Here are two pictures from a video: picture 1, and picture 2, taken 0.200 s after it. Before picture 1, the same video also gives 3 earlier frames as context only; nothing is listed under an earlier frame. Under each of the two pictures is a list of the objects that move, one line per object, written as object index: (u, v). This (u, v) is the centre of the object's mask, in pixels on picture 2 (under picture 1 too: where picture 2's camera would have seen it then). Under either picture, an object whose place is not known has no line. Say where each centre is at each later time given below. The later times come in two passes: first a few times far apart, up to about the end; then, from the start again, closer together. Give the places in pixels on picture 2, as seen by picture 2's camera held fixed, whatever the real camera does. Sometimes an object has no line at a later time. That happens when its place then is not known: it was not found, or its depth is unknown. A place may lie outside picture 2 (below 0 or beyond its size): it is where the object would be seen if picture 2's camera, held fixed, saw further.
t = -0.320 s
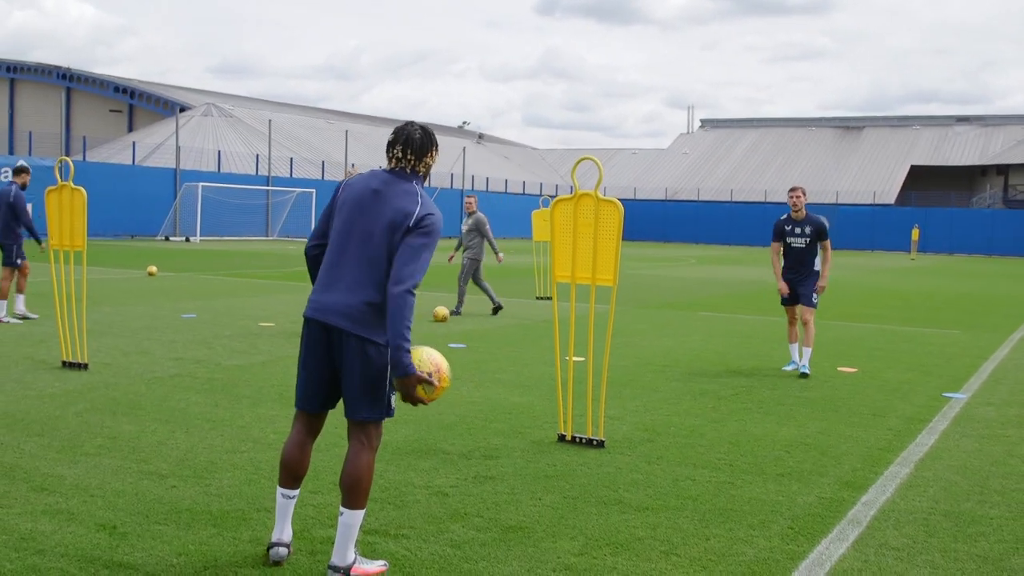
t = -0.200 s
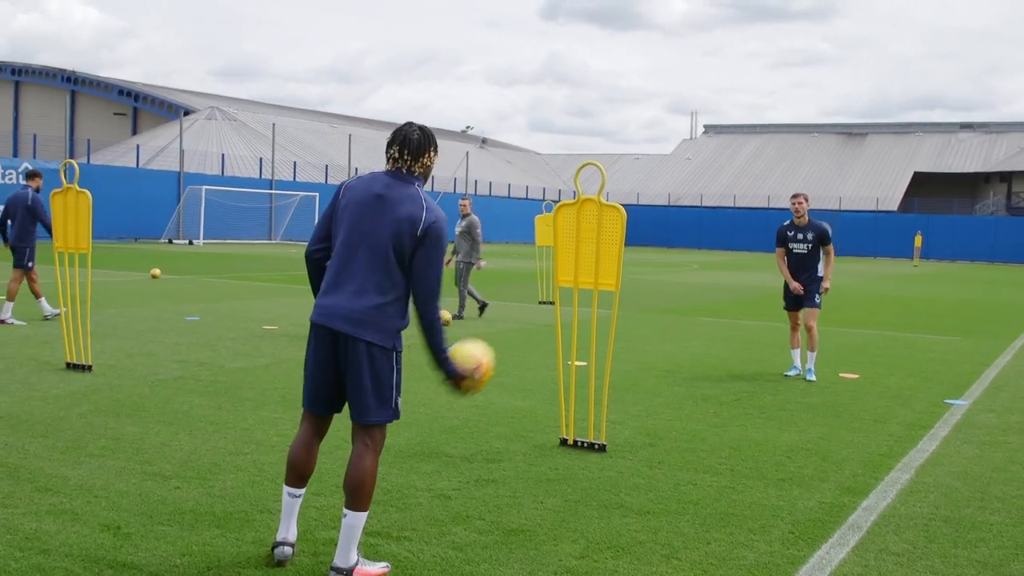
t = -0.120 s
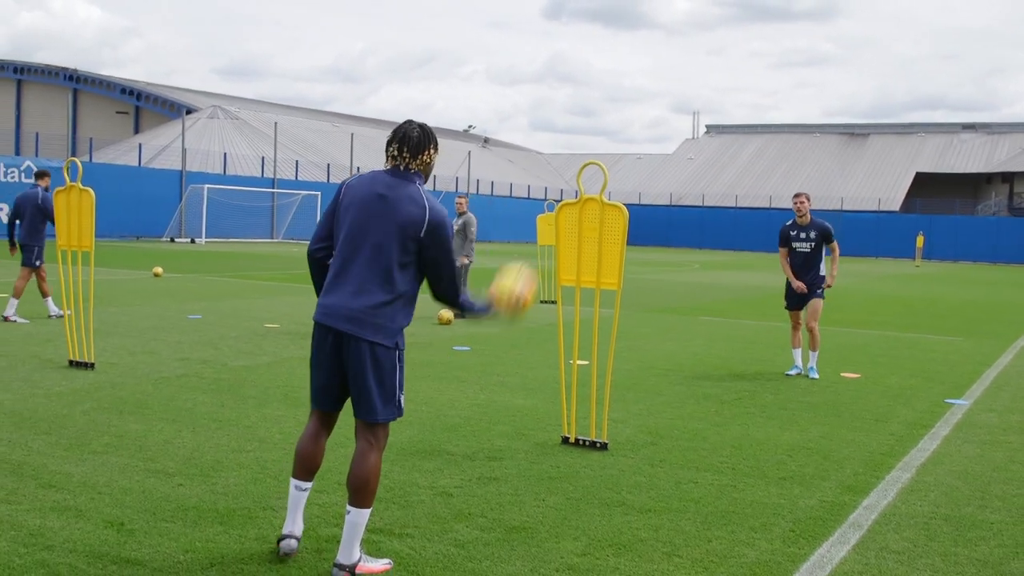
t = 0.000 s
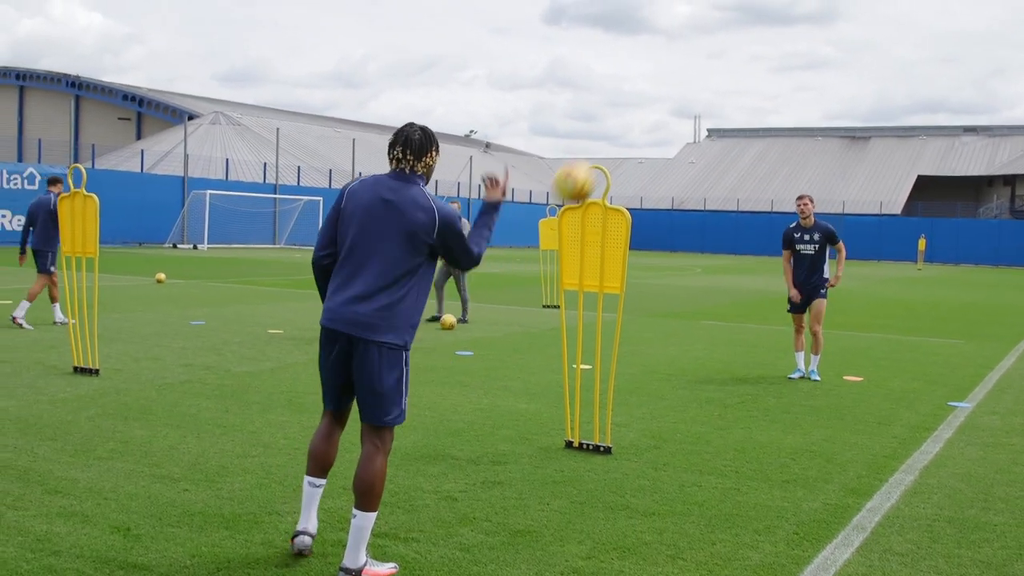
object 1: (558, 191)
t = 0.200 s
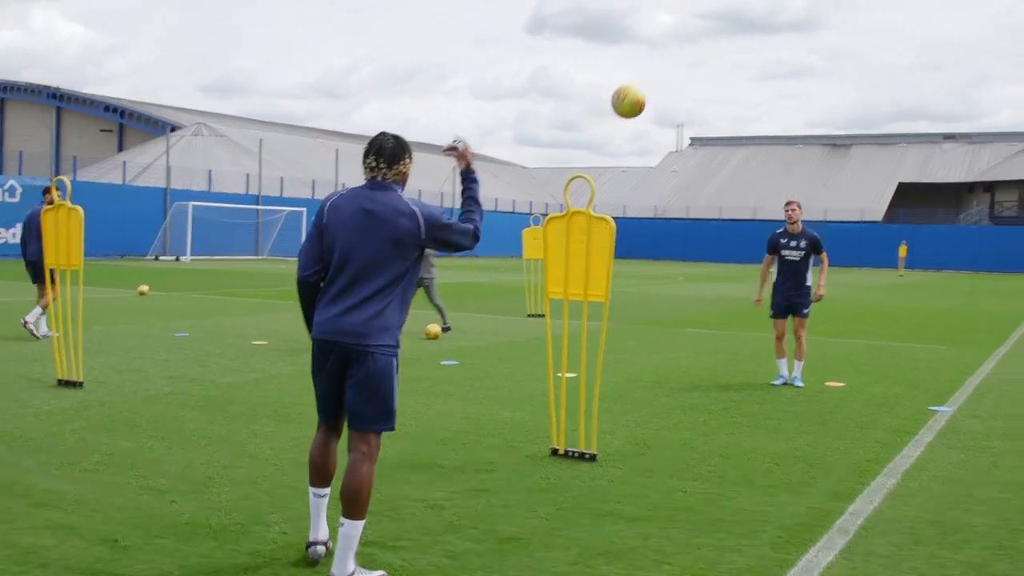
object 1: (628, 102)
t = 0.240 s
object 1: (639, 94)
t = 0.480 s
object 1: (691, 100)
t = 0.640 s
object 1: (714, 141)
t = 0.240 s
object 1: (639, 94)
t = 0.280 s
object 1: (650, 90)
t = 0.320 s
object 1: (659, 87)
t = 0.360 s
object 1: (668, 88)
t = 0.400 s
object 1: (676, 90)
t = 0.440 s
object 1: (684, 94)
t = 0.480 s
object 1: (691, 100)
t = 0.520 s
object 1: (698, 109)
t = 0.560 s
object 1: (703, 118)
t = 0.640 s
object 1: (714, 141)
